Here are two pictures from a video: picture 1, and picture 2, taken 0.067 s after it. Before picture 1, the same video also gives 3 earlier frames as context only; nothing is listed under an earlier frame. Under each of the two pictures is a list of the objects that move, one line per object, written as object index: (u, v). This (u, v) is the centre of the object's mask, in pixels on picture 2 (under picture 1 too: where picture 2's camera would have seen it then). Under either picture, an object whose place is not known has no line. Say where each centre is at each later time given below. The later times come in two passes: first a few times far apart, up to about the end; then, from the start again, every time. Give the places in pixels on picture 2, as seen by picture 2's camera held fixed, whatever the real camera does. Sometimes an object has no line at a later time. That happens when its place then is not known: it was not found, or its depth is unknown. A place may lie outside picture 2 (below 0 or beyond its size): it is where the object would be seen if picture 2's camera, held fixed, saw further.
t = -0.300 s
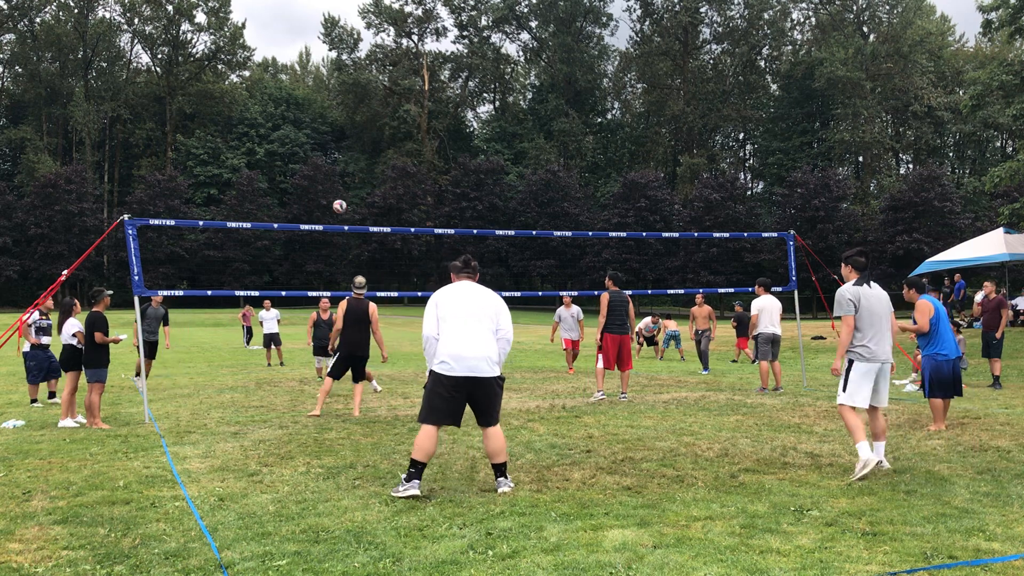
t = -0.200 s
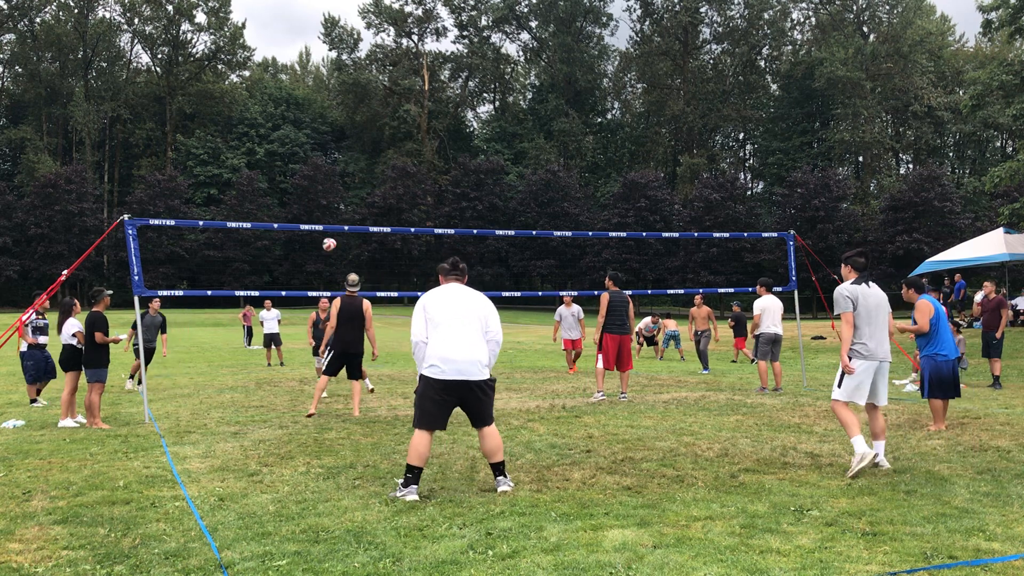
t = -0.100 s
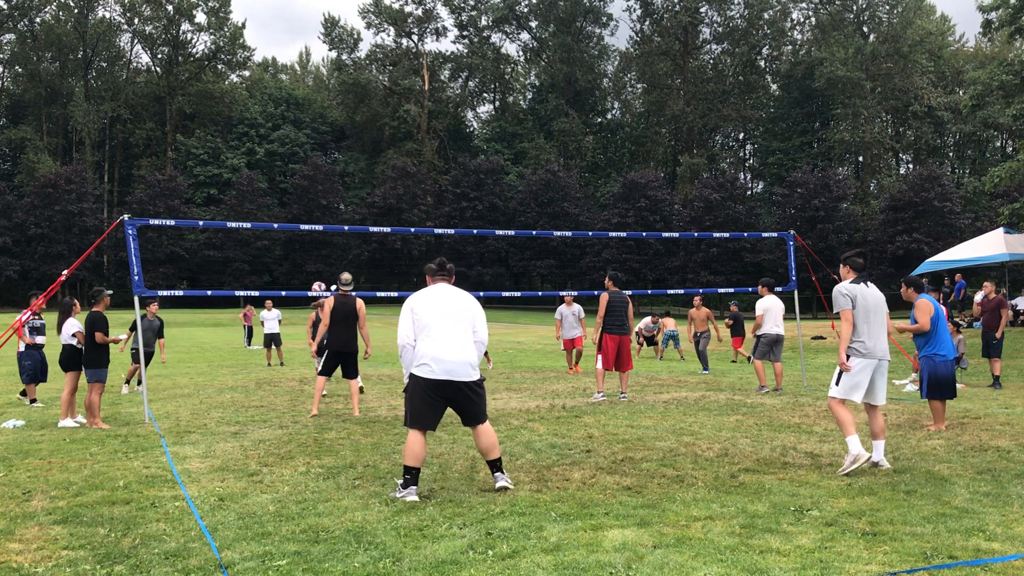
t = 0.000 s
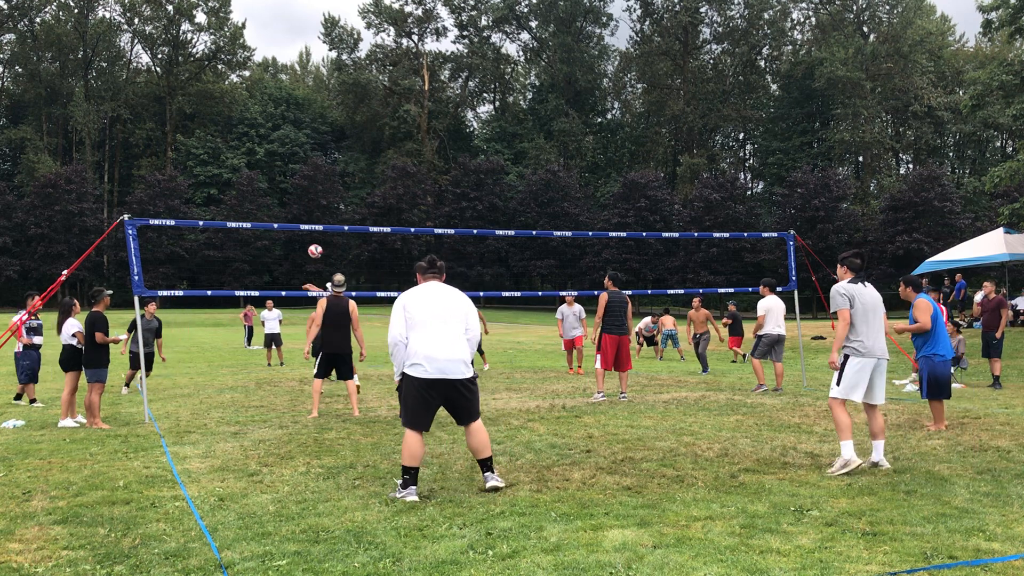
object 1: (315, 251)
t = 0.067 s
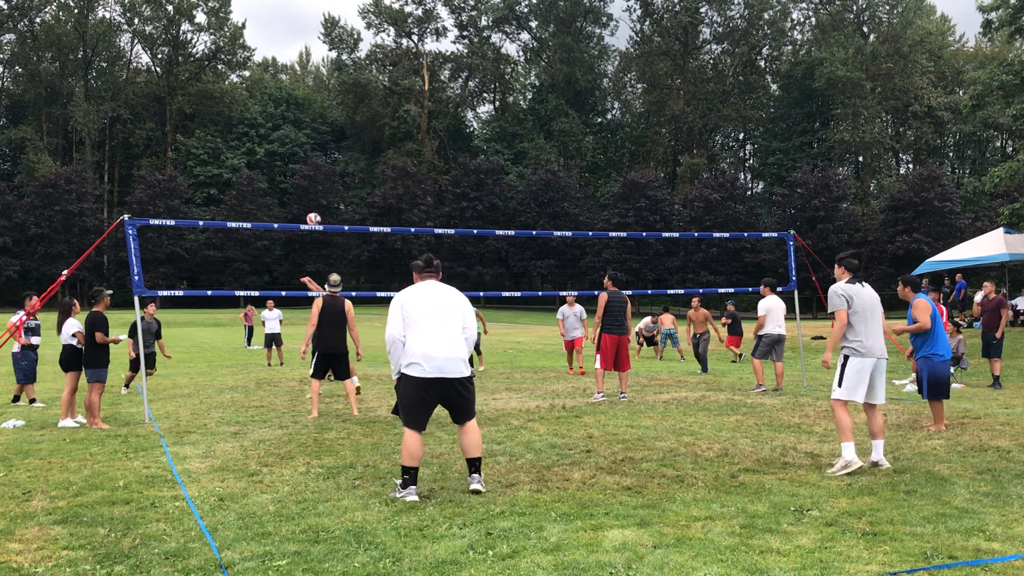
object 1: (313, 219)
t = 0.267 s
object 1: (306, 144)
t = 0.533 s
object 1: (297, 84)
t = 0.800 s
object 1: (289, 70)
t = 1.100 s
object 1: (278, 111)
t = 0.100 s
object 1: (312, 205)
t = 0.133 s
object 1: (311, 191)
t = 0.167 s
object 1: (310, 178)
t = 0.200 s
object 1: (309, 166)
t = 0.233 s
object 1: (308, 154)
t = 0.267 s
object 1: (306, 144)
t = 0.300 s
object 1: (305, 134)
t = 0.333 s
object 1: (304, 124)
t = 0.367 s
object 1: (303, 116)
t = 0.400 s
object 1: (302, 108)
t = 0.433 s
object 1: (301, 101)
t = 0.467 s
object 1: (300, 94)
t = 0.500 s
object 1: (298, 89)
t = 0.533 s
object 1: (297, 84)
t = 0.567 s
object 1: (297, 79)
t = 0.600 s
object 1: (295, 77)
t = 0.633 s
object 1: (294, 74)
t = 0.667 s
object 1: (293, 71)
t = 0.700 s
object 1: (292, 70)
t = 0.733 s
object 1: (291, 70)
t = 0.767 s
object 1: (291, 69)
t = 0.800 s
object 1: (289, 70)
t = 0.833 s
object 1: (287, 72)
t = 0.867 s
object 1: (286, 74)
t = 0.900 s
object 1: (285, 77)
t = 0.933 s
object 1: (284, 81)
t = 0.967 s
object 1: (283, 85)
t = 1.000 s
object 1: (281, 91)
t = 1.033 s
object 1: (281, 96)
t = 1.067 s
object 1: (280, 103)
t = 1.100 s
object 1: (278, 111)
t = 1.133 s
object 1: (277, 119)
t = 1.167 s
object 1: (276, 128)
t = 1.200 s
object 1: (275, 137)
